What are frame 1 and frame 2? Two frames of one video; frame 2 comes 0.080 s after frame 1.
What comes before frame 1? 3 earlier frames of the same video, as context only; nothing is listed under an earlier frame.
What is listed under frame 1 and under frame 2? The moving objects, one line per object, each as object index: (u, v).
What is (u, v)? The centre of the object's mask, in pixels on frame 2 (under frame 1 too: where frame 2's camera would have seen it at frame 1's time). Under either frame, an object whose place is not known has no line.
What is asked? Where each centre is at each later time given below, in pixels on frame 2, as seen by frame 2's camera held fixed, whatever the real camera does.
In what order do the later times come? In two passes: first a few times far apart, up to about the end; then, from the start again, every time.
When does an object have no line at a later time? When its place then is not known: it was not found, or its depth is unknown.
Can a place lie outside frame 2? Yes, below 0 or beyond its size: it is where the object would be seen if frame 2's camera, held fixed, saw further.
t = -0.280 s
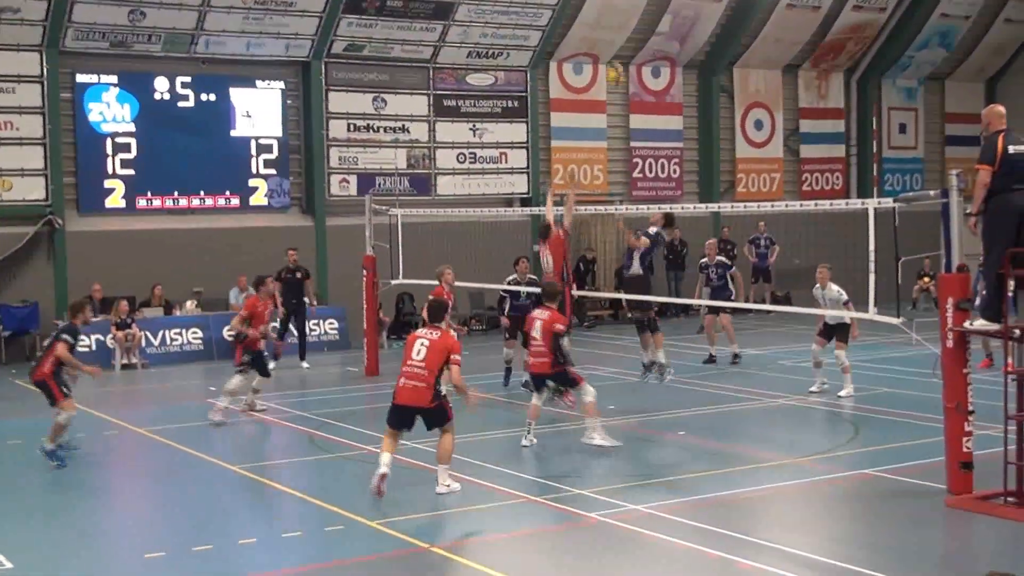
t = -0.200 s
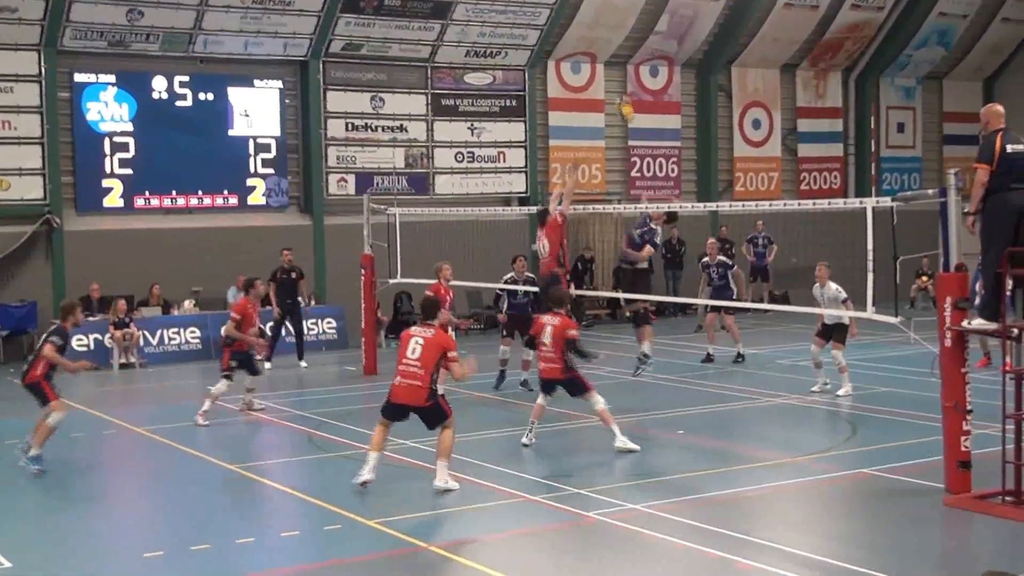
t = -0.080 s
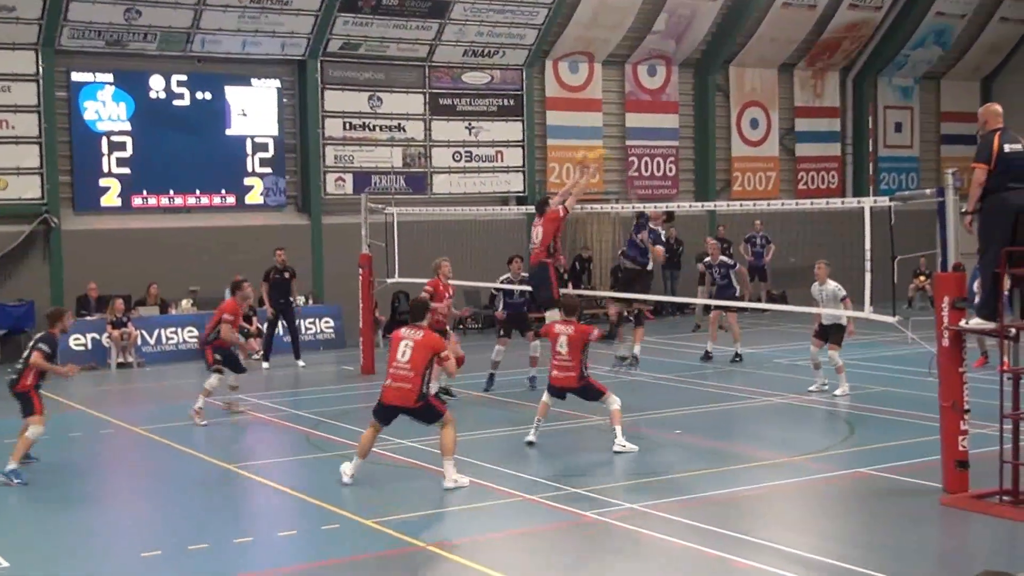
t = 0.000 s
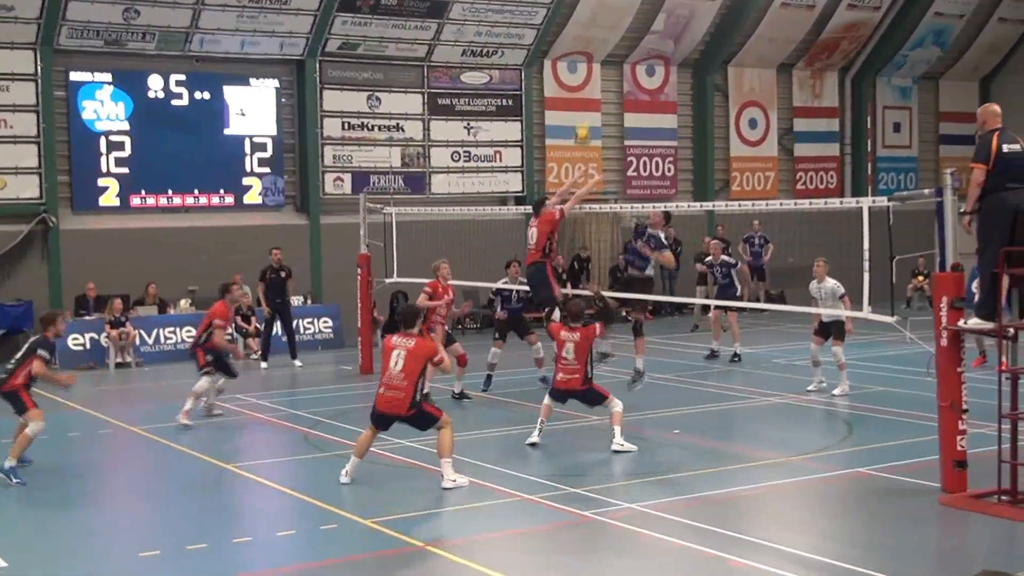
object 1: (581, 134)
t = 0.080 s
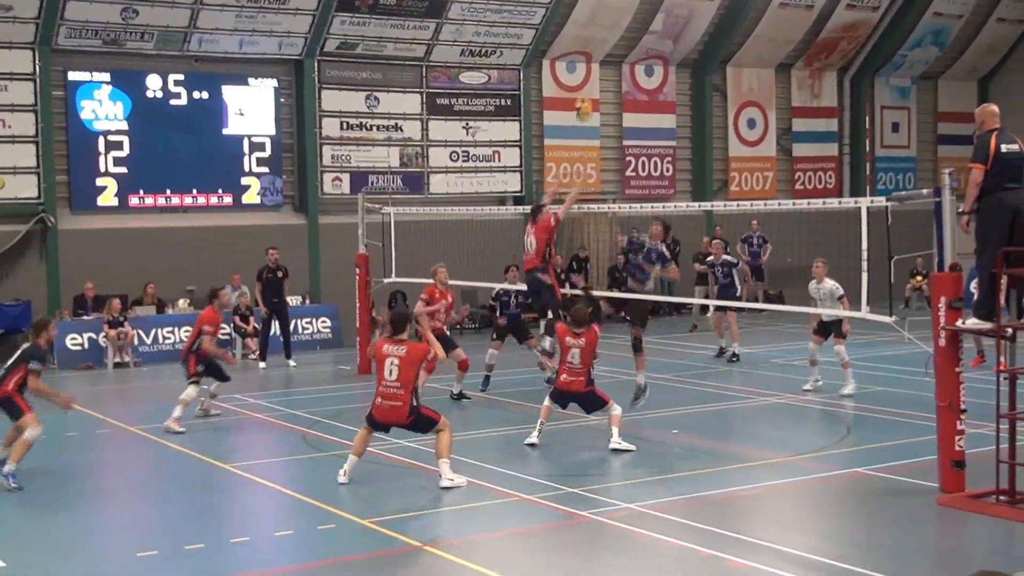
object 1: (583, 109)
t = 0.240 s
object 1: (588, 73)
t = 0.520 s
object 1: (595, 64)
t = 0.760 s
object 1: (604, 114)
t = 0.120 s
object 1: (584, 98)
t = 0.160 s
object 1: (585, 88)
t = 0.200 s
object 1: (587, 81)
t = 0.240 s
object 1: (588, 73)
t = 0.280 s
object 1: (589, 67)
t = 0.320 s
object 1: (589, 63)
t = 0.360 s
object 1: (591, 61)
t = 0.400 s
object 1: (592, 60)
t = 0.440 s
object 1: (592, 60)
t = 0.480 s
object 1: (594, 61)
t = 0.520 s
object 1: (595, 64)
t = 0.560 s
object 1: (597, 68)
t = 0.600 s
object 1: (598, 74)
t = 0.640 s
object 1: (599, 82)
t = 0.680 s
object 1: (601, 91)
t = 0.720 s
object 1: (602, 101)
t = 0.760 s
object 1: (604, 114)
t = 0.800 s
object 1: (605, 127)
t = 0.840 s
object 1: (607, 143)
